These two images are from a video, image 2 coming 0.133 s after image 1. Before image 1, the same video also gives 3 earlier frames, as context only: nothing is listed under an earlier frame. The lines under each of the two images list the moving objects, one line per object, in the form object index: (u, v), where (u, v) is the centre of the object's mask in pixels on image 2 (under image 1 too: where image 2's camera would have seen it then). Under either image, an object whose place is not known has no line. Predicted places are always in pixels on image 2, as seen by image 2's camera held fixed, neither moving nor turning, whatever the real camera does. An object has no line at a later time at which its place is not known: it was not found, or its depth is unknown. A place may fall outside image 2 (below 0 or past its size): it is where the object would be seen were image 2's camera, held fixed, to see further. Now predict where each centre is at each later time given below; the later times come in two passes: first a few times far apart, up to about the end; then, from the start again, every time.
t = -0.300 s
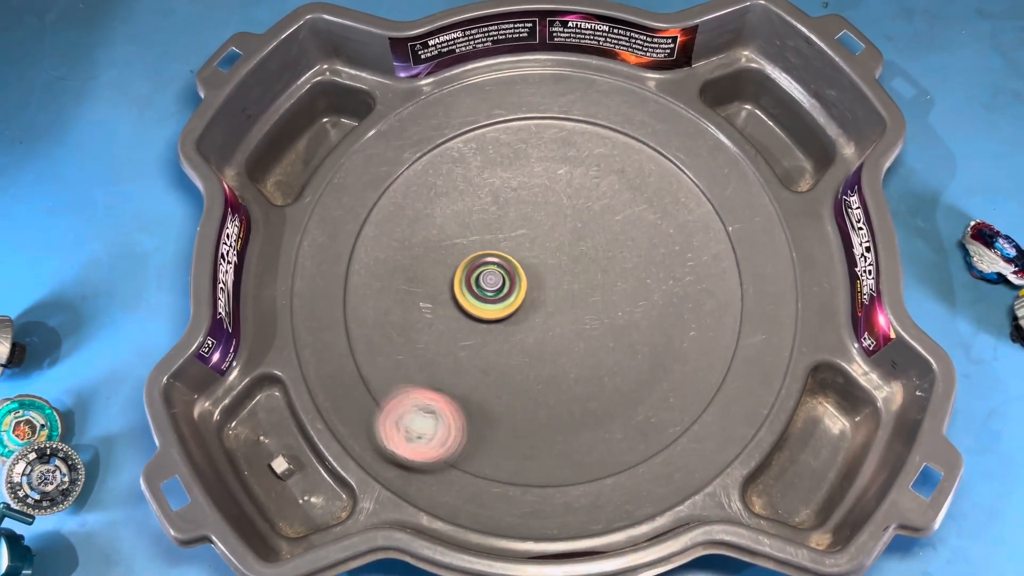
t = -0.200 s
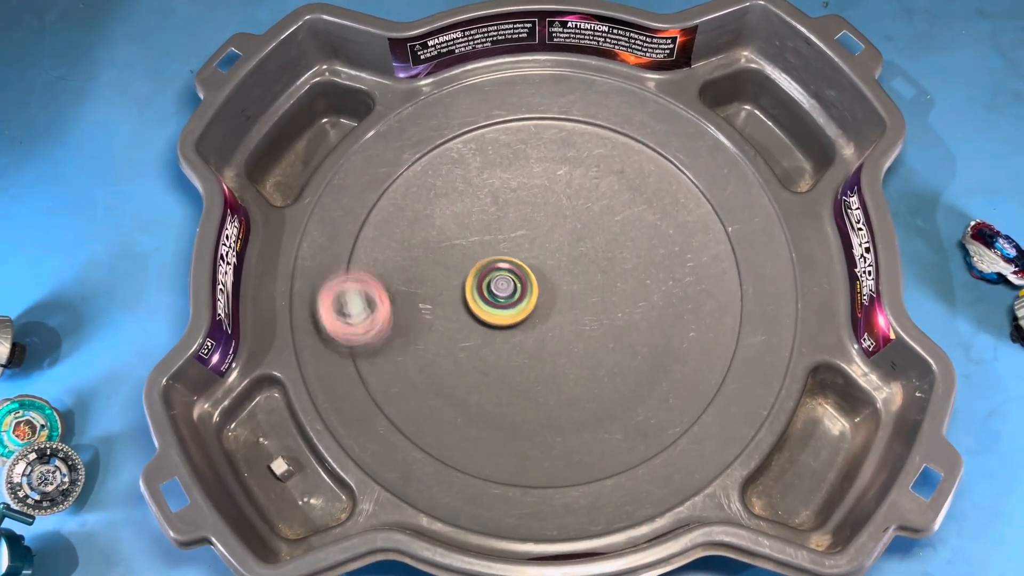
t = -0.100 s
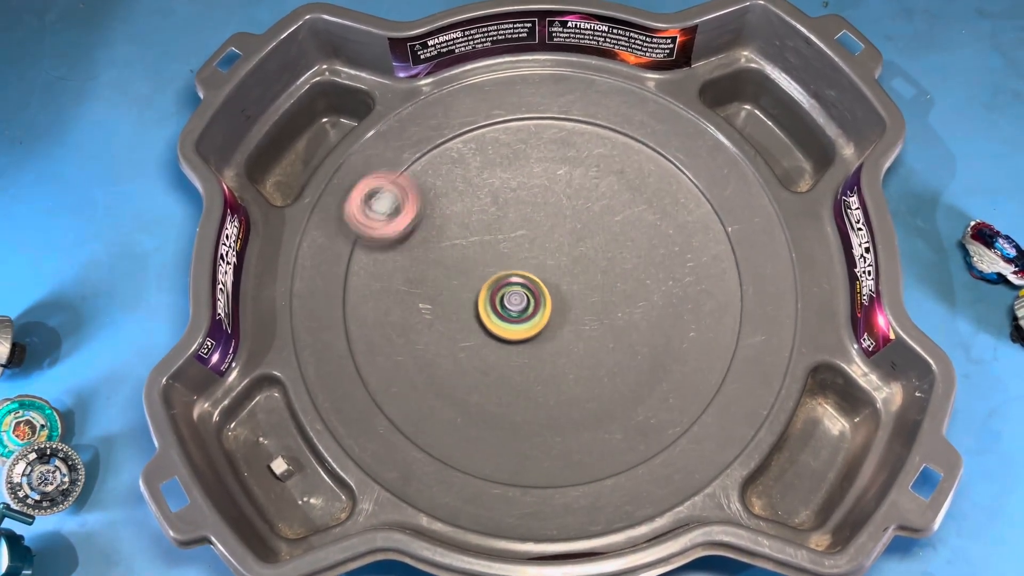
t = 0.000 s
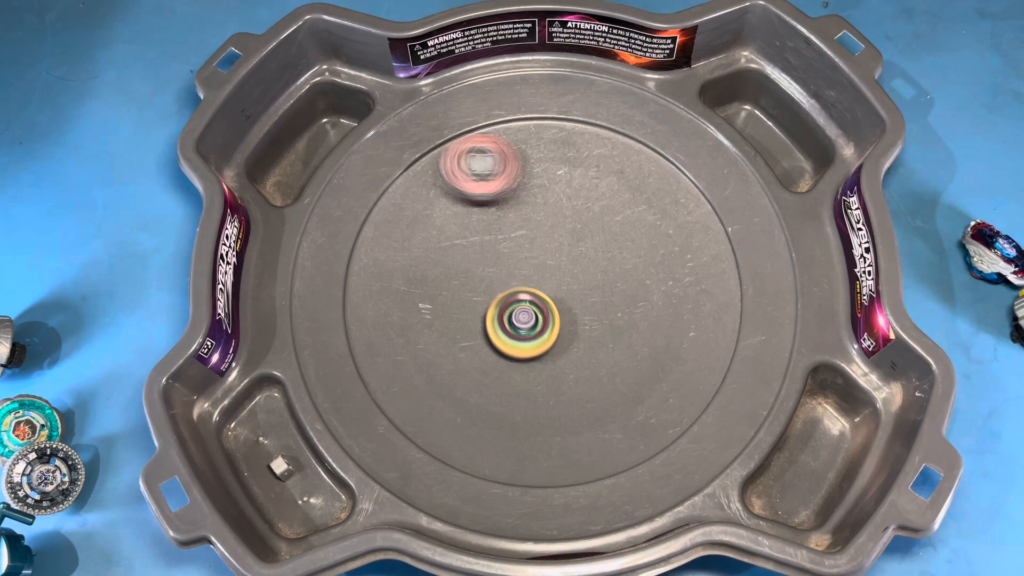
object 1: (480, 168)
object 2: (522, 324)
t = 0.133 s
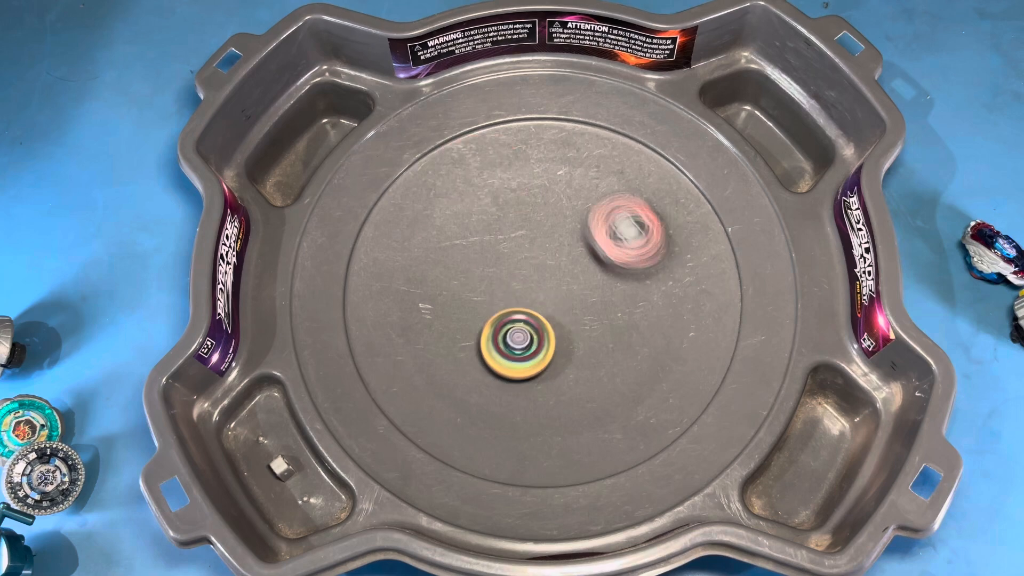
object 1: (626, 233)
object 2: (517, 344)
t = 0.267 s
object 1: (645, 383)
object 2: (514, 346)
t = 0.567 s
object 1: (382, 336)
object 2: (521, 335)
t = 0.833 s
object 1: (589, 210)
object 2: (558, 319)
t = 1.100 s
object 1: (634, 433)
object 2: (575, 335)
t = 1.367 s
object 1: (433, 301)
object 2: (569, 311)
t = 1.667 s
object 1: (671, 244)
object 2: (586, 299)
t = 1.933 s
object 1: (540, 406)
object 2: (565, 280)
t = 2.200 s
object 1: (473, 199)
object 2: (550, 260)
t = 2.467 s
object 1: (659, 267)
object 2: (544, 252)
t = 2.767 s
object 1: (437, 341)
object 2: (530, 262)
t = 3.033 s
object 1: (503, 168)
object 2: (517, 270)
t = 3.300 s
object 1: (624, 318)
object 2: (498, 280)
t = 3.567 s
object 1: (424, 376)
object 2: (499, 292)
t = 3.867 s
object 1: (514, 205)
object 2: (504, 313)
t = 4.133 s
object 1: (632, 354)
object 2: (512, 326)
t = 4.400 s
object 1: (459, 363)
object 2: (532, 330)
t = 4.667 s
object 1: (541, 219)
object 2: (550, 334)
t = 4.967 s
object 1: (634, 345)
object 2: (553, 328)
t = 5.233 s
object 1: (543, 429)
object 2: (480, 246)
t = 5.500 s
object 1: (493, 277)
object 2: (519, 184)
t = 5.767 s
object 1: (505, 338)
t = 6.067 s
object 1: (550, 317)
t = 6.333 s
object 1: (410, 313)
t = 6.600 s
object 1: (501, 249)
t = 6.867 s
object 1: (591, 251)
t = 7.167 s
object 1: (555, 353)
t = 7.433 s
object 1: (482, 301)
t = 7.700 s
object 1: (541, 238)
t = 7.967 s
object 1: (588, 309)
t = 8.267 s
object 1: (489, 335)
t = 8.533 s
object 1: (500, 258)
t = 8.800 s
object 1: (582, 281)
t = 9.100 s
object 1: (507, 266)
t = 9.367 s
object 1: (517, 265)
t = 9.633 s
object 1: (498, 212)
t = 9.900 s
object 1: (543, 231)
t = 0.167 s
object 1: (647, 268)
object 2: (514, 345)
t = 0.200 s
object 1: (657, 306)
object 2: (513, 345)
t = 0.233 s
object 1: (657, 346)
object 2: (514, 345)
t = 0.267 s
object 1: (645, 383)
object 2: (514, 346)
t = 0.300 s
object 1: (623, 417)
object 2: (515, 347)
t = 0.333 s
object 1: (592, 445)
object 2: (513, 348)
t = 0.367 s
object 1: (556, 464)
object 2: (510, 348)
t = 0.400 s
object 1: (515, 469)
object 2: (508, 345)
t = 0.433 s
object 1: (473, 455)
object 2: (509, 341)
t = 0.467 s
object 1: (436, 429)
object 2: (511, 339)
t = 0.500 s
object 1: (407, 401)
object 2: (515, 337)
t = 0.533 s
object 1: (388, 368)
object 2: (519, 336)
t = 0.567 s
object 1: (382, 336)
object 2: (521, 335)
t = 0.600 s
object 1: (385, 301)
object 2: (524, 333)
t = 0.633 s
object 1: (399, 269)
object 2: (527, 332)
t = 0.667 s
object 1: (421, 241)
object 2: (530, 329)
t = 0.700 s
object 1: (450, 221)
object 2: (534, 326)
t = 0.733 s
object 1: (481, 207)
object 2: (540, 324)
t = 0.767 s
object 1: (516, 202)
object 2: (546, 322)
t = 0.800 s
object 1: (552, 202)
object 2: (552, 320)
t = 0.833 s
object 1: (589, 210)
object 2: (558, 319)
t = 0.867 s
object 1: (624, 226)
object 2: (564, 319)
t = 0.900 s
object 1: (653, 246)
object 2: (569, 321)
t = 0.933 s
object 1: (675, 275)
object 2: (574, 323)
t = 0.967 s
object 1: (689, 310)
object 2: (577, 326)
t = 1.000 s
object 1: (692, 345)
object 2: (579, 329)
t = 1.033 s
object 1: (683, 379)
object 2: (578, 331)
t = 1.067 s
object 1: (663, 409)
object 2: (576, 333)
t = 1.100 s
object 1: (634, 433)
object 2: (575, 335)
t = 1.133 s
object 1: (597, 449)
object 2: (573, 336)
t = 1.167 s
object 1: (559, 454)
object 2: (571, 335)
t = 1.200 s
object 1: (522, 448)
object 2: (569, 332)
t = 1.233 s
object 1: (488, 430)
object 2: (567, 328)
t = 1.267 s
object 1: (461, 405)
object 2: (566, 324)
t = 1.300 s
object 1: (441, 372)
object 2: (565, 320)
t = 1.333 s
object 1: (432, 335)
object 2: (567, 315)
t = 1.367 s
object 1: (433, 301)
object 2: (569, 311)
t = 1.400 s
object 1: (446, 270)
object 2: (571, 308)
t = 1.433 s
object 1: (465, 242)
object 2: (574, 304)
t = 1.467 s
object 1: (490, 220)
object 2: (577, 301)
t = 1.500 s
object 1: (519, 204)
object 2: (579, 300)
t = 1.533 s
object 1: (551, 197)
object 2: (582, 299)
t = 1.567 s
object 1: (586, 195)
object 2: (584, 298)
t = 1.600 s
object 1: (618, 204)
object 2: (586, 298)
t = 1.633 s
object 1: (647, 219)
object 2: (587, 298)
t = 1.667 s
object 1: (671, 244)
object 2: (586, 299)
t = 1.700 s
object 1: (685, 271)
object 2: (584, 300)
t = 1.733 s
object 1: (689, 302)
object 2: (580, 299)
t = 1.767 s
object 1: (683, 332)
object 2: (577, 298)
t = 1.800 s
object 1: (669, 358)
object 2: (574, 295)
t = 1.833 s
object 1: (644, 382)
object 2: (572, 292)
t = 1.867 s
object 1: (613, 398)
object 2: (569, 288)
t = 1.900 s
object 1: (578, 407)
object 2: (567, 284)
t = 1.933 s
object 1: (540, 406)
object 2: (565, 280)
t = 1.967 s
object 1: (504, 396)
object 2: (564, 276)
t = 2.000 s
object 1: (475, 376)
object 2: (562, 274)
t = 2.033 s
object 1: (452, 349)
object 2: (560, 273)
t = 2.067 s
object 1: (439, 317)
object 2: (558, 270)
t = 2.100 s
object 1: (436, 285)
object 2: (556, 268)
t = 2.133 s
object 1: (441, 253)
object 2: (554, 265)
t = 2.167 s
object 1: (453, 224)
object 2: (552, 263)
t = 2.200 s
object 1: (473, 199)
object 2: (550, 260)
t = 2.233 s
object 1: (497, 180)
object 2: (549, 258)
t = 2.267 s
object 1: (528, 167)
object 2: (548, 256)
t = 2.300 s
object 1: (558, 164)
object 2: (547, 254)
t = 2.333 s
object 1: (589, 169)
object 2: (546, 253)
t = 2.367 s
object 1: (617, 183)
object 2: (545, 252)
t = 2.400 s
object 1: (640, 206)
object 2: (544, 251)
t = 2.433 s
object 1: (654, 234)
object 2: (544, 252)
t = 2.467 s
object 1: (659, 267)
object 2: (544, 252)
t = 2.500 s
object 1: (653, 300)
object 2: (543, 253)
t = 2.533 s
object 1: (636, 329)
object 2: (542, 254)
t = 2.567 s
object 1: (611, 355)
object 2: (541, 255)
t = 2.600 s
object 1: (581, 372)
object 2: (539, 256)
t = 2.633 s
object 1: (547, 383)
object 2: (537, 257)
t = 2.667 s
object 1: (514, 384)
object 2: (535, 257)
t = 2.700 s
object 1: (484, 376)
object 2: (533, 258)
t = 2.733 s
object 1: (458, 361)
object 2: (531, 260)
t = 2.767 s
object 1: (437, 341)
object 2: (530, 262)
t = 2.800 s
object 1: (422, 318)
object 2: (529, 263)
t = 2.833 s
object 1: (413, 291)
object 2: (528, 265)
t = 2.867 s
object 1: (412, 262)
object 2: (527, 266)
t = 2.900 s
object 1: (418, 236)
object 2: (525, 267)
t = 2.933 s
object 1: (431, 210)
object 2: (524, 268)
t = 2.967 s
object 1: (450, 190)
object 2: (522, 269)
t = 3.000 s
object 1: (475, 175)
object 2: (520, 270)
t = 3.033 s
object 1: (503, 168)
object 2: (517, 270)
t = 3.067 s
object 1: (533, 168)
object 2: (513, 271)
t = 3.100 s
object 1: (562, 176)
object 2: (510, 271)
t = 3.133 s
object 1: (587, 190)
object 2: (506, 272)
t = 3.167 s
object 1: (609, 211)
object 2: (504, 274)
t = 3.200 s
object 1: (624, 236)
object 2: (501, 275)
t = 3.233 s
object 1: (630, 262)
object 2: (498, 277)
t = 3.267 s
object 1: (630, 291)
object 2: (498, 278)
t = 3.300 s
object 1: (624, 318)
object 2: (498, 280)
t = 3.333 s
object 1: (612, 345)
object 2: (498, 282)
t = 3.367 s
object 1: (593, 369)
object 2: (499, 284)
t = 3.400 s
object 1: (568, 388)
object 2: (500, 285)
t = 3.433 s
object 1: (539, 401)
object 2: (500, 286)
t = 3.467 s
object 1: (508, 407)
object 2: (500, 287)
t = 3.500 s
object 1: (477, 405)
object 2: (500, 288)
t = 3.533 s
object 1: (448, 393)
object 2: (499, 290)
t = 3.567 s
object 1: (424, 376)
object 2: (499, 292)
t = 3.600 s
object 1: (408, 355)
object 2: (498, 295)
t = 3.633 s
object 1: (398, 331)
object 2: (498, 298)
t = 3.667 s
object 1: (395, 304)
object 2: (499, 302)
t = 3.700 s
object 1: (400, 279)
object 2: (500, 305)
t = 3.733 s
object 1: (413, 255)
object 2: (502, 308)
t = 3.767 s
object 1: (434, 232)
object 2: (503, 309)
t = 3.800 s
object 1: (458, 217)
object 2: (504, 311)
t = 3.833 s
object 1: (485, 208)
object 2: (504, 312)
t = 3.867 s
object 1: (514, 205)
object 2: (504, 313)
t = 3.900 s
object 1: (543, 209)
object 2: (503, 315)
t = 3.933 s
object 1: (570, 218)
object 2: (504, 318)
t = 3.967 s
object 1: (594, 233)
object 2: (505, 321)
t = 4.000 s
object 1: (613, 251)
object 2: (506, 323)
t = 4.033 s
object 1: (627, 273)
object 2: (508, 325)
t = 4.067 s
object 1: (636, 299)
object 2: (510, 326)
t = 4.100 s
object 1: (637, 326)
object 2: (511, 325)
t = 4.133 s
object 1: (632, 354)
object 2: (512, 326)
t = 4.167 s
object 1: (618, 381)
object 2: (512, 327)
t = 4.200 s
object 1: (599, 400)
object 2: (514, 328)
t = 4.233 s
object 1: (573, 412)
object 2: (516, 330)
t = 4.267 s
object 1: (544, 415)
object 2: (518, 330)
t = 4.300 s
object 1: (516, 410)
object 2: (522, 330)
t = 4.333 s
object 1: (493, 399)
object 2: (525, 330)
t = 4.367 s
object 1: (474, 382)
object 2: (529, 330)
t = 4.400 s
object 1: (459, 363)
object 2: (532, 330)
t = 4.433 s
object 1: (452, 342)
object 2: (535, 330)
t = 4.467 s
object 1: (452, 318)
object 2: (536, 330)
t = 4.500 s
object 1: (455, 294)
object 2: (537, 332)
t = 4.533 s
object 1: (465, 273)
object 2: (540, 334)
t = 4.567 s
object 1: (479, 253)
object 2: (544, 335)
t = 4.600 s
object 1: (497, 237)
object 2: (547, 336)
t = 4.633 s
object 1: (518, 225)
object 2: (550, 335)
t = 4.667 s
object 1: (541, 219)
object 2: (550, 334)
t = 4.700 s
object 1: (565, 218)
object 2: (550, 334)
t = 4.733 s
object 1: (586, 222)
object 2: (550, 335)
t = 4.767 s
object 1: (607, 231)
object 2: (552, 336)
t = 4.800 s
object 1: (625, 246)
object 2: (555, 335)
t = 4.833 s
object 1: (638, 263)
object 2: (556, 333)
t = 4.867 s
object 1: (646, 284)
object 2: (555, 332)
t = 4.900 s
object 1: (647, 305)
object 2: (553, 330)
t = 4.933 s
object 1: (644, 325)
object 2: (552, 329)
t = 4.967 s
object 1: (634, 345)
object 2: (553, 328)
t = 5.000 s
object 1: (628, 365)
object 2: (544, 322)
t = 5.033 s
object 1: (638, 387)
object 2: (516, 309)
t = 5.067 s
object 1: (640, 406)
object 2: (494, 297)
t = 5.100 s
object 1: (633, 420)
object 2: (481, 286)
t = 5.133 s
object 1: (617, 430)
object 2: (478, 276)
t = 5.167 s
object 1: (595, 436)
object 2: (478, 266)
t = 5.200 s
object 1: (569, 436)
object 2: (479, 256)
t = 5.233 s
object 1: (543, 429)
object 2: (480, 246)
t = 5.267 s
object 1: (519, 415)
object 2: (482, 238)
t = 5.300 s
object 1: (497, 397)
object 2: (487, 230)
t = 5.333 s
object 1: (481, 374)
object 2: (491, 222)
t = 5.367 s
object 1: (472, 349)
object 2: (494, 215)
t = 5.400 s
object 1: (471, 326)
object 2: (498, 209)
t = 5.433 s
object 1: (476, 302)
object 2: (504, 206)
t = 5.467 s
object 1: (484, 280)
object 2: (511, 203)
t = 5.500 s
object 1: (493, 277)
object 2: (519, 184)
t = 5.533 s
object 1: (499, 301)
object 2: (534, 132)
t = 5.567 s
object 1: (505, 321)
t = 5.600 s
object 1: (510, 333)
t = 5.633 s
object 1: (513, 339)
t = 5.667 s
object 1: (511, 342)
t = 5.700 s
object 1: (510, 343)
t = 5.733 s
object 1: (507, 341)
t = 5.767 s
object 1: (505, 338)
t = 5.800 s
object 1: (503, 333)
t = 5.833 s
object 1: (505, 327)
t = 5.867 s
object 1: (508, 321)
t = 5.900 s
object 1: (514, 314)
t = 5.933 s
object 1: (522, 310)
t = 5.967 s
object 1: (533, 307)
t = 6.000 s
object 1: (544, 306)
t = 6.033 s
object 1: (554, 307)
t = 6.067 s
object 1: (550, 317)
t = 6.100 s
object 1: (520, 337)
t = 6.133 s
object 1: (496, 350)
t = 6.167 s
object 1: (473, 357)
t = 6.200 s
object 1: (454, 355)
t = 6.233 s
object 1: (440, 348)
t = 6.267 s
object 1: (427, 339)
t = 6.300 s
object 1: (417, 327)
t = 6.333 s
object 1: (410, 313)
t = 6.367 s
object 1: (409, 299)
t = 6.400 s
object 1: (413, 284)
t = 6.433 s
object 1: (422, 272)
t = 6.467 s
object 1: (434, 261)
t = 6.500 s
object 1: (449, 254)
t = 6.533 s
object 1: (465, 249)
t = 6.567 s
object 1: (483, 248)
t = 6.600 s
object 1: (501, 249)
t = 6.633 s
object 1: (519, 254)
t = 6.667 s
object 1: (526, 244)
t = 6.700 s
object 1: (531, 234)
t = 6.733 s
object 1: (541, 231)
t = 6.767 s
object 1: (554, 231)
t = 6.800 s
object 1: (567, 235)
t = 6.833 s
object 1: (580, 242)
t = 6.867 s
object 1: (591, 251)
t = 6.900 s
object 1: (599, 262)
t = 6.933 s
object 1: (605, 275)
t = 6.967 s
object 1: (607, 289)
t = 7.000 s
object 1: (605, 302)
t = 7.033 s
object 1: (601, 316)
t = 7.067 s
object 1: (593, 329)
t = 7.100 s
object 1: (582, 340)
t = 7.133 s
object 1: (569, 348)
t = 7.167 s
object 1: (555, 353)
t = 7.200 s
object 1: (538, 356)
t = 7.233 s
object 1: (523, 355)
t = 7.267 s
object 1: (509, 351)
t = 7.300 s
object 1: (505, 344)
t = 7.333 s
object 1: (498, 334)
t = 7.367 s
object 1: (491, 323)
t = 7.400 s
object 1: (486, 313)
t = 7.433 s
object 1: (482, 301)
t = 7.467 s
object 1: (482, 289)
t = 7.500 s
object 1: (484, 276)
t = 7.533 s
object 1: (489, 266)
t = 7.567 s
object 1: (496, 256)
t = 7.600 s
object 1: (506, 248)
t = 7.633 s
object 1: (517, 242)
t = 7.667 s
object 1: (529, 239)
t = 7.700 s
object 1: (541, 238)
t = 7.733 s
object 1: (554, 240)
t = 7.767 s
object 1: (565, 245)
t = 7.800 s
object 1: (575, 253)
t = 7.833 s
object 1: (584, 262)
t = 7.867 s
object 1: (589, 273)
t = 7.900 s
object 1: (591, 285)
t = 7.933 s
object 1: (591, 297)
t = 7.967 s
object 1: (588, 309)
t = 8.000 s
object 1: (582, 320)
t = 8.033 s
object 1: (573, 330)
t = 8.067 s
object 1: (563, 338)
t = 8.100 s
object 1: (551, 344)
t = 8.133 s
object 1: (538, 347)
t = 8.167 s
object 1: (525, 348)
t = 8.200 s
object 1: (512, 346)
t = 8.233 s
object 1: (500, 342)
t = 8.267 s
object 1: (489, 335)
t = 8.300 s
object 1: (481, 326)
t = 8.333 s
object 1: (476, 317)
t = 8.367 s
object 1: (473, 306)
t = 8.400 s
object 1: (473, 294)
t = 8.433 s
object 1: (476, 283)
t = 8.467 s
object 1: (482, 273)
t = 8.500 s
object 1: (490, 264)
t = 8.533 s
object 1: (500, 258)
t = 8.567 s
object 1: (511, 253)
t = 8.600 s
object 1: (523, 252)
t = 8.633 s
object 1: (535, 251)
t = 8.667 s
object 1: (547, 253)
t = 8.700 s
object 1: (558, 258)
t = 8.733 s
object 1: (569, 264)
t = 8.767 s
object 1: (577, 273)
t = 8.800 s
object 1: (582, 281)
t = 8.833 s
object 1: (566, 279)
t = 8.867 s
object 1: (554, 277)
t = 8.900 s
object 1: (546, 278)
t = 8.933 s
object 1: (539, 277)
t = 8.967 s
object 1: (532, 277)
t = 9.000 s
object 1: (524, 276)
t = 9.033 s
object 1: (517, 274)
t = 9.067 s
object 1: (511, 271)
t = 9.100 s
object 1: (507, 266)
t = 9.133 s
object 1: (504, 262)
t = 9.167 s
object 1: (504, 259)
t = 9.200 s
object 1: (504, 257)
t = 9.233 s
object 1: (505, 256)
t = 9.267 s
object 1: (508, 257)
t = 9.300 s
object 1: (511, 259)
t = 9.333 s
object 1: (514, 261)
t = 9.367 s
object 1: (517, 265)
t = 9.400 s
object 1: (520, 270)
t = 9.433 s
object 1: (522, 277)
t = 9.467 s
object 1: (516, 273)
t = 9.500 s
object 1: (503, 254)
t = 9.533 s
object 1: (498, 240)
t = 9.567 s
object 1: (496, 229)
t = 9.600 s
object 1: (497, 220)
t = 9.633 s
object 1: (498, 212)
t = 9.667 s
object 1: (501, 205)
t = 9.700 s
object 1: (506, 200)
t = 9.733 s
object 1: (513, 197)
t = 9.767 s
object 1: (521, 198)
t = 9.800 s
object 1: (528, 203)
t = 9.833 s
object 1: (535, 211)
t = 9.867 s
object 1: (540, 220)
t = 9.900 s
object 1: (543, 231)
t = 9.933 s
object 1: (544, 243)
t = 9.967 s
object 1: (544, 255)
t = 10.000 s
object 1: (543, 267)
